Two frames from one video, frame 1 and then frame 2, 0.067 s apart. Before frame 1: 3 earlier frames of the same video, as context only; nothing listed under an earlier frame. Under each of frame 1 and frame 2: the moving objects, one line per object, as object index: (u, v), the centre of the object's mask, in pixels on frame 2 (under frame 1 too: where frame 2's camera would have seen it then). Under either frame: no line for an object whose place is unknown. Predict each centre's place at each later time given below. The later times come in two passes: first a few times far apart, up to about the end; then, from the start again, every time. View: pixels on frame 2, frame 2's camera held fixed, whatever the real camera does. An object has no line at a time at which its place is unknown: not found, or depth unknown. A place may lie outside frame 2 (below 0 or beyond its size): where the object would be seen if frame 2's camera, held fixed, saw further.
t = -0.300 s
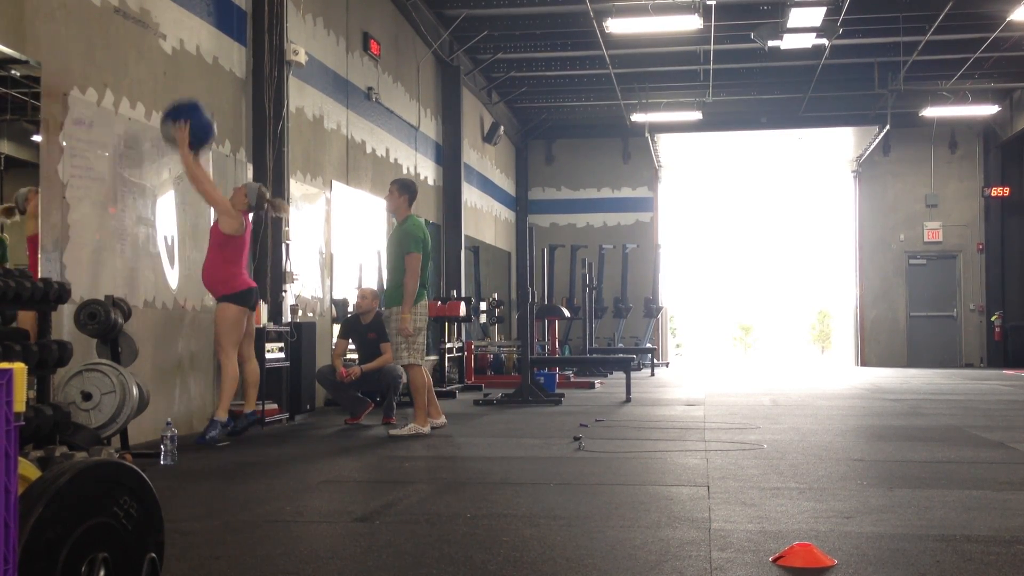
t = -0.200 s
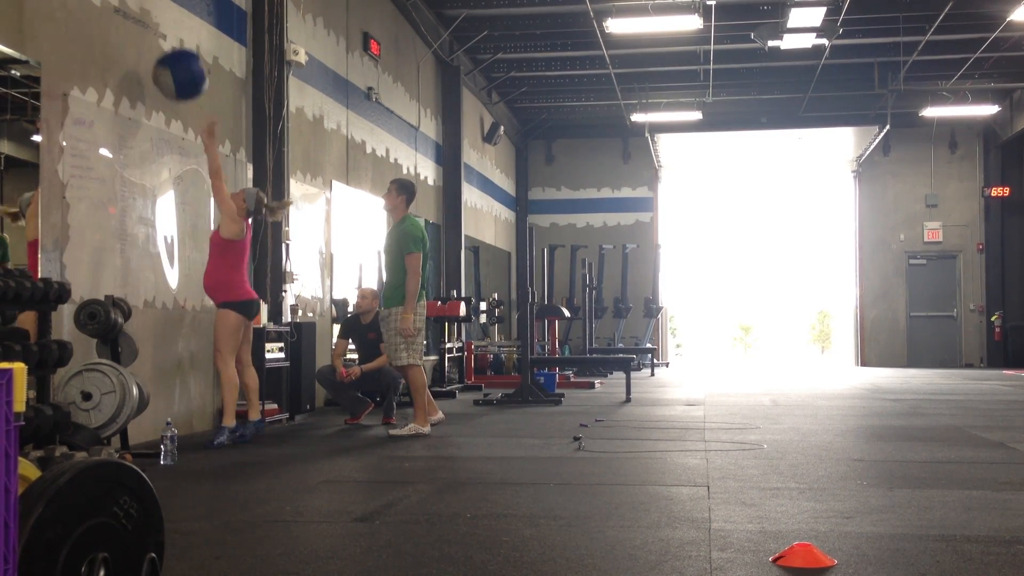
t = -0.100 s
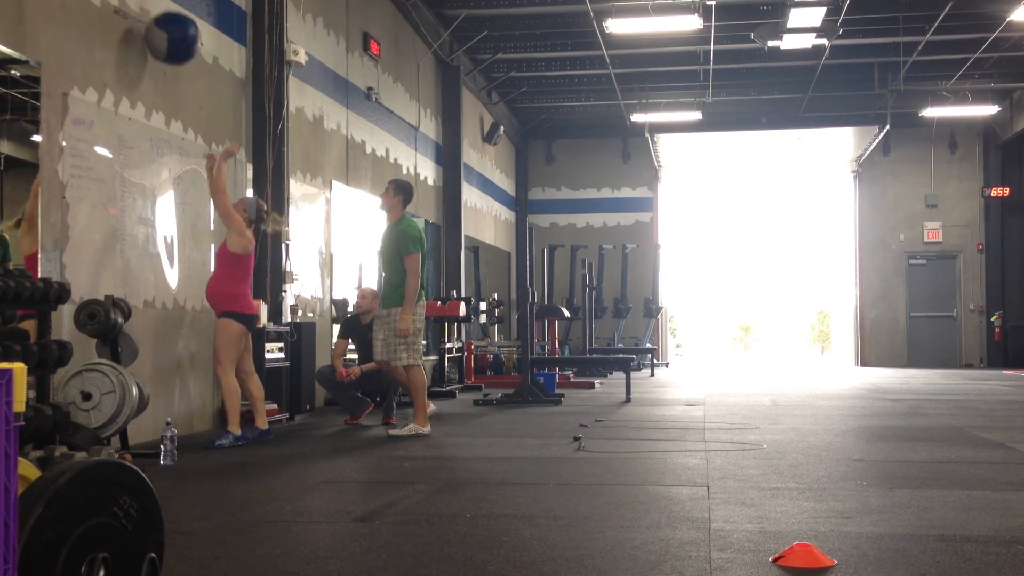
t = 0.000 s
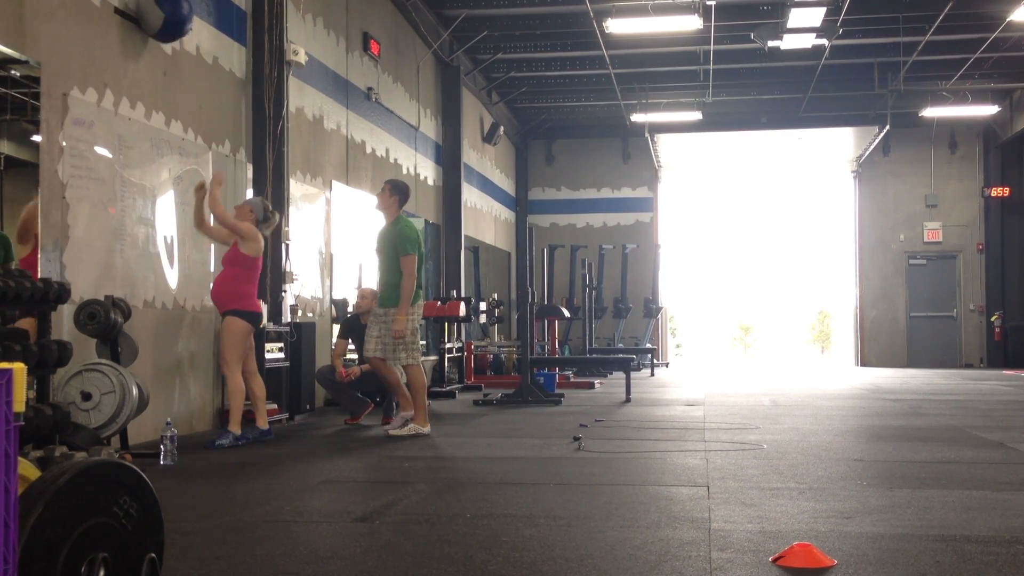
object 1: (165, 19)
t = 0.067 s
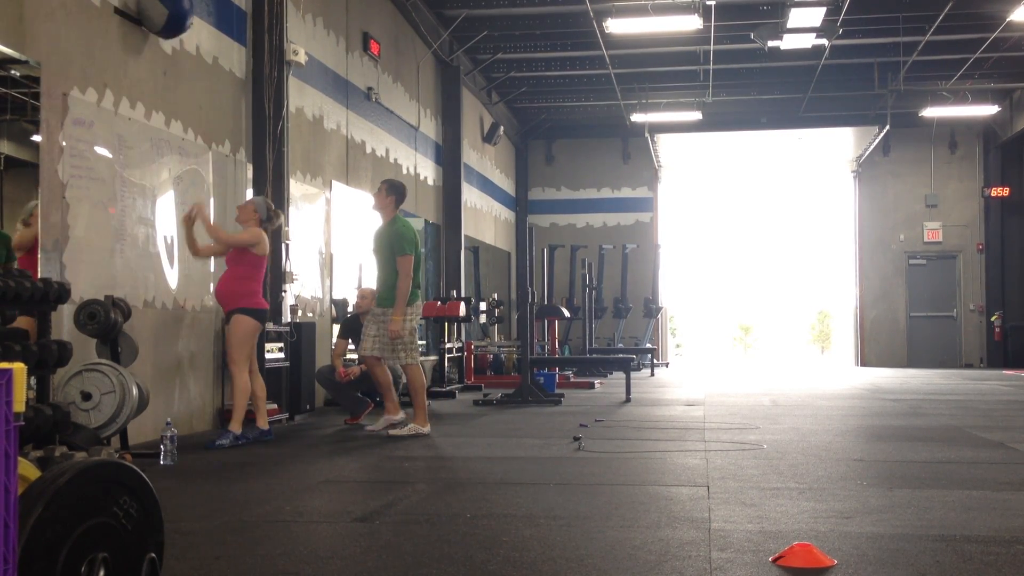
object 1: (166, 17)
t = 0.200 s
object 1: (173, 23)
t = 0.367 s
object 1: (182, 74)
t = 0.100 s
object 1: (167, 17)
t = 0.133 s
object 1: (169, 18)
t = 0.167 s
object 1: (171, 20)
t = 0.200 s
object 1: (173, 23)
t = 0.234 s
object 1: (175, 29)
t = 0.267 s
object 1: (177, 38)
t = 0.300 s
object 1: (178, 48)
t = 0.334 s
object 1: (180, 60)
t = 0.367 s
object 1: (182, 74)
